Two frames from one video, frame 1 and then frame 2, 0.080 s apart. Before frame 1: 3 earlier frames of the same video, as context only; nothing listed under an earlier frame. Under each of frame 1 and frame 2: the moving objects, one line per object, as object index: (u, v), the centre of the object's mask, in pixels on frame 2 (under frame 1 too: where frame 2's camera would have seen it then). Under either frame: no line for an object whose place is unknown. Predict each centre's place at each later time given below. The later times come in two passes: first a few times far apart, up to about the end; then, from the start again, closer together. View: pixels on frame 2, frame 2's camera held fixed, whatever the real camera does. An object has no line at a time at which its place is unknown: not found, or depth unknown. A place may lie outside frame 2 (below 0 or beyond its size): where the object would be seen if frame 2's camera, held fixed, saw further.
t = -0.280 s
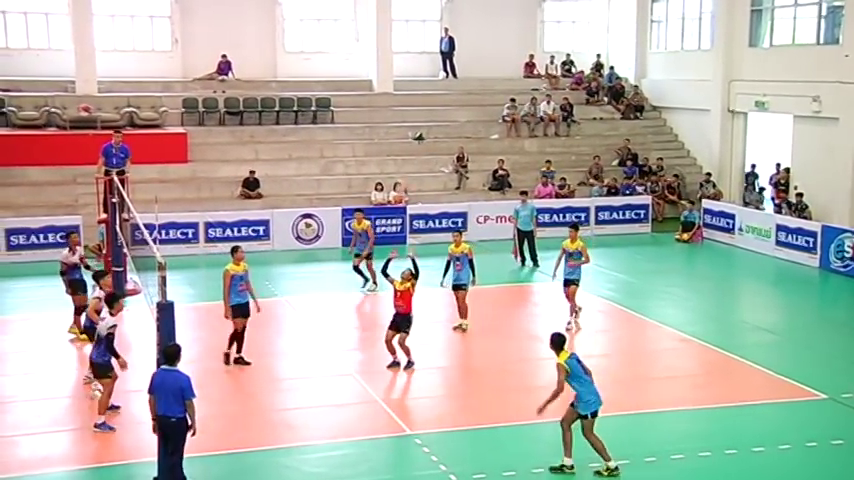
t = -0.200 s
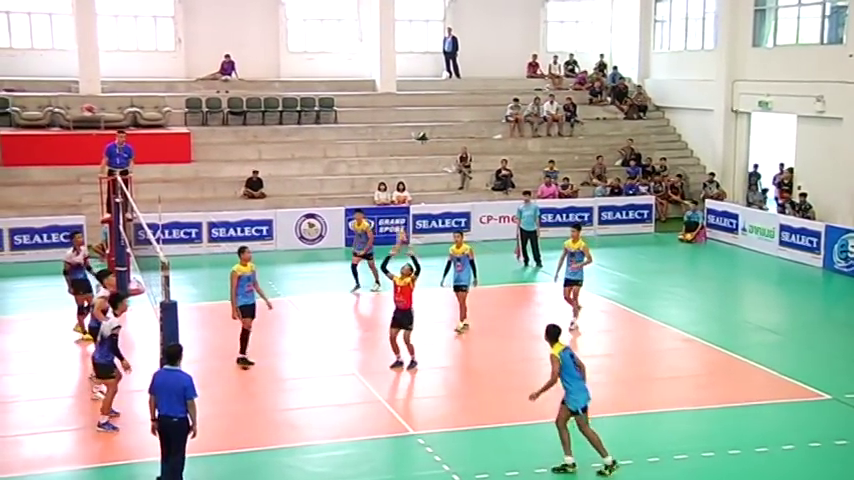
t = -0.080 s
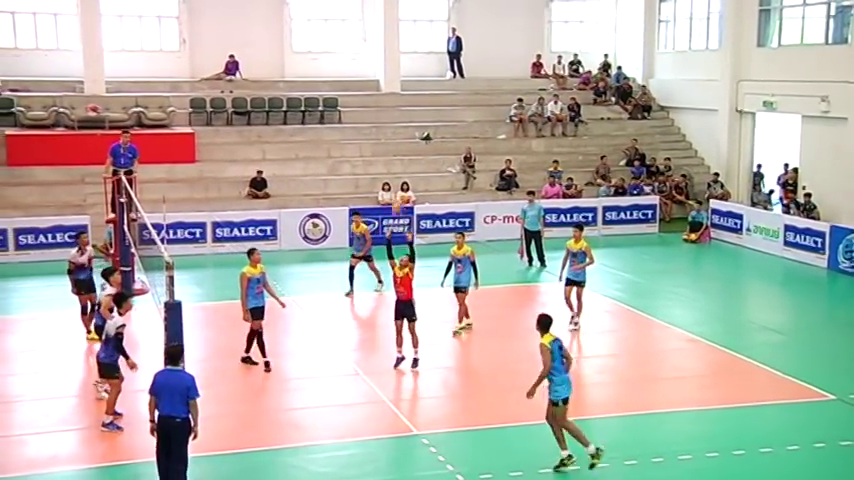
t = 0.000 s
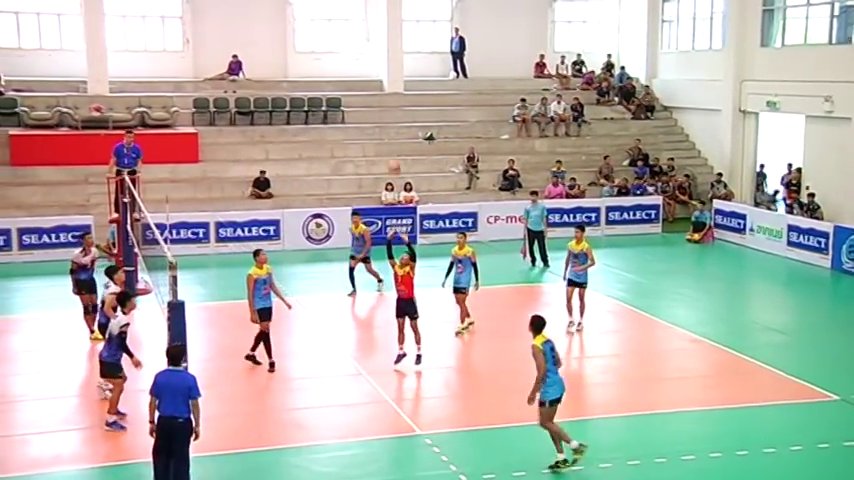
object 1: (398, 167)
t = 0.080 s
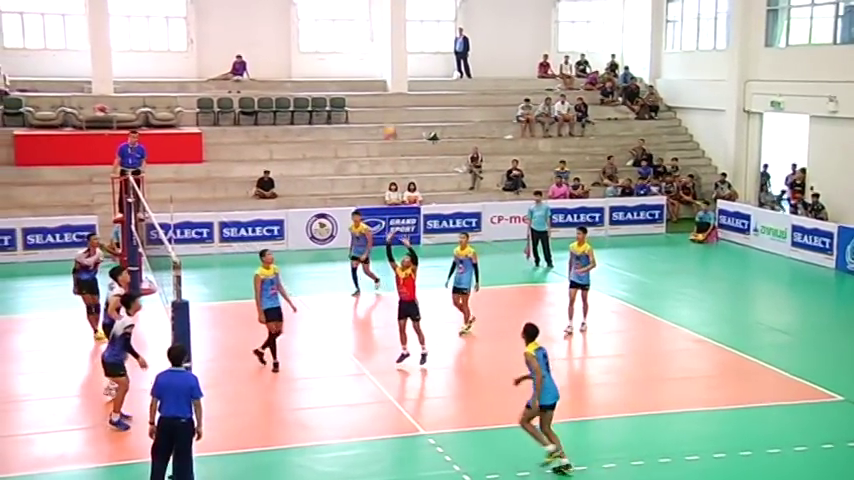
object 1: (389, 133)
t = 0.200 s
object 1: (378, 87)
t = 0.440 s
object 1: (354, 26)
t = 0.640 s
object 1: (335, 8)
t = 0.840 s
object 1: (315, 21)
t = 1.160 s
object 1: (280, 104)
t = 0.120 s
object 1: (386, 116)
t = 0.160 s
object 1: (382, 102)
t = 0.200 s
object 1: (378, 87)
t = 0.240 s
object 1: (374, 74)
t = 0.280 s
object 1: (369, 62)
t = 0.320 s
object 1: (366, 53)
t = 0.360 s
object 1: (362, 42)
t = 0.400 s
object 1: (358, 33)
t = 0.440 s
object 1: (354, 26)
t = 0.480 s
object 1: (350, 21)
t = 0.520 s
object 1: (347, 17)
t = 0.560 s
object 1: (343, 13)
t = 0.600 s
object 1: (339, 10)
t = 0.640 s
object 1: (335, 8)
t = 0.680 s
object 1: (331, 8)
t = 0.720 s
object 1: (327, 9)
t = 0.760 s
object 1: (323, 12)
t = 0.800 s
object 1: (318, 16)
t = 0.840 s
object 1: (315, 21)
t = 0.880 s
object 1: (309, 27)
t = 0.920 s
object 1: (305, 33)
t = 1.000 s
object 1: (297, 53)
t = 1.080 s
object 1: (289, 77)
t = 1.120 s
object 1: (287, 91)
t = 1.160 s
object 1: (280, 104)
